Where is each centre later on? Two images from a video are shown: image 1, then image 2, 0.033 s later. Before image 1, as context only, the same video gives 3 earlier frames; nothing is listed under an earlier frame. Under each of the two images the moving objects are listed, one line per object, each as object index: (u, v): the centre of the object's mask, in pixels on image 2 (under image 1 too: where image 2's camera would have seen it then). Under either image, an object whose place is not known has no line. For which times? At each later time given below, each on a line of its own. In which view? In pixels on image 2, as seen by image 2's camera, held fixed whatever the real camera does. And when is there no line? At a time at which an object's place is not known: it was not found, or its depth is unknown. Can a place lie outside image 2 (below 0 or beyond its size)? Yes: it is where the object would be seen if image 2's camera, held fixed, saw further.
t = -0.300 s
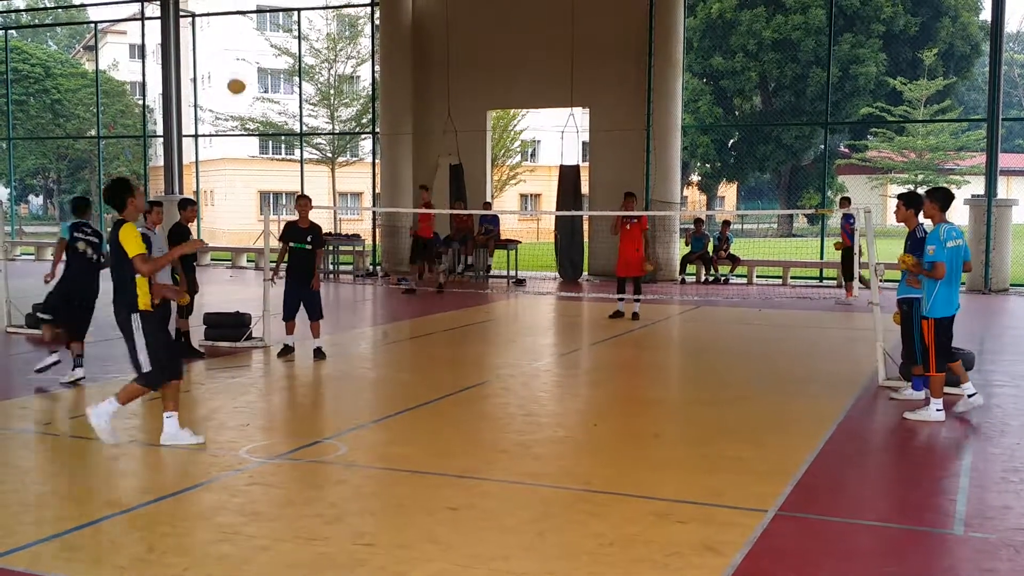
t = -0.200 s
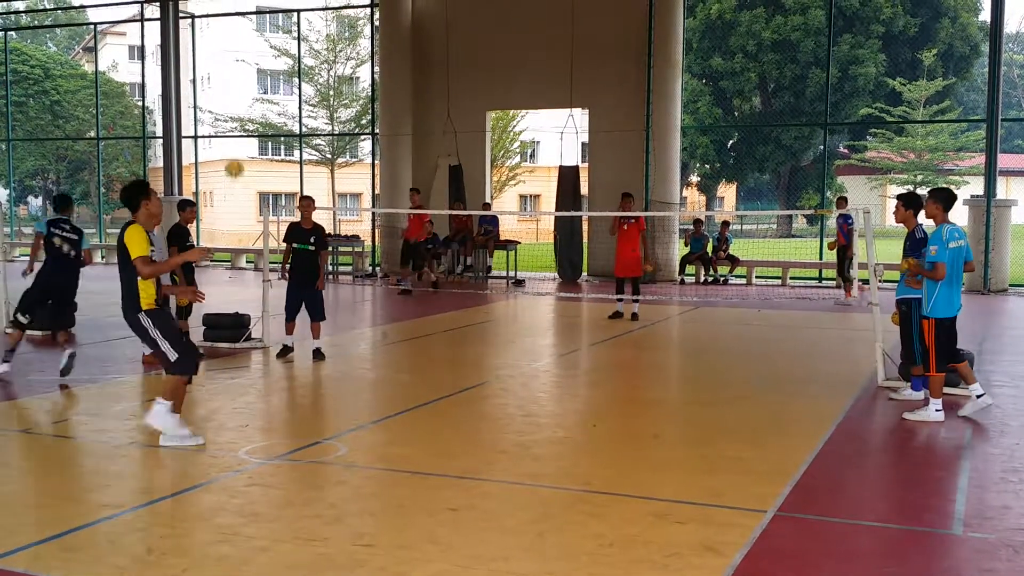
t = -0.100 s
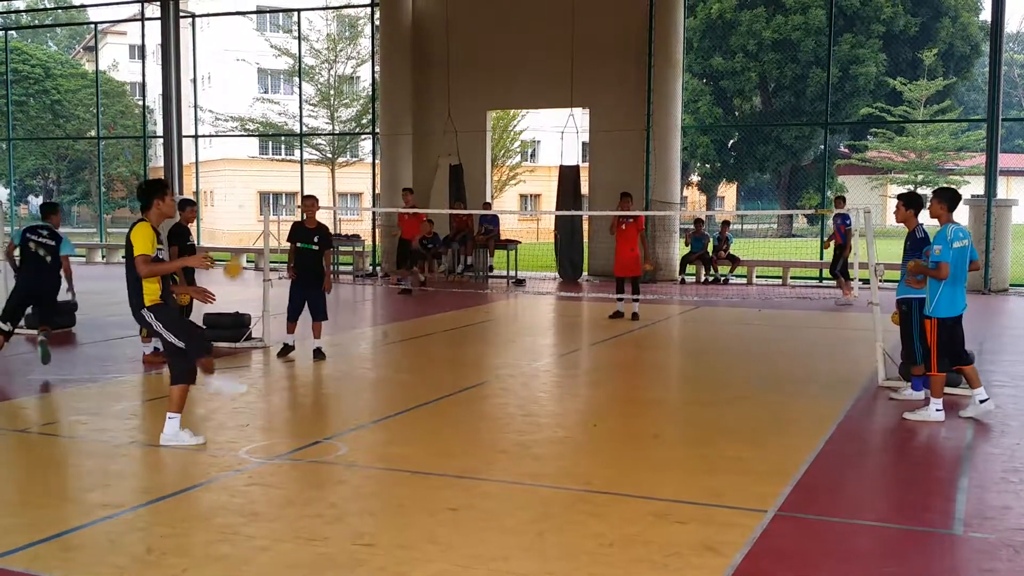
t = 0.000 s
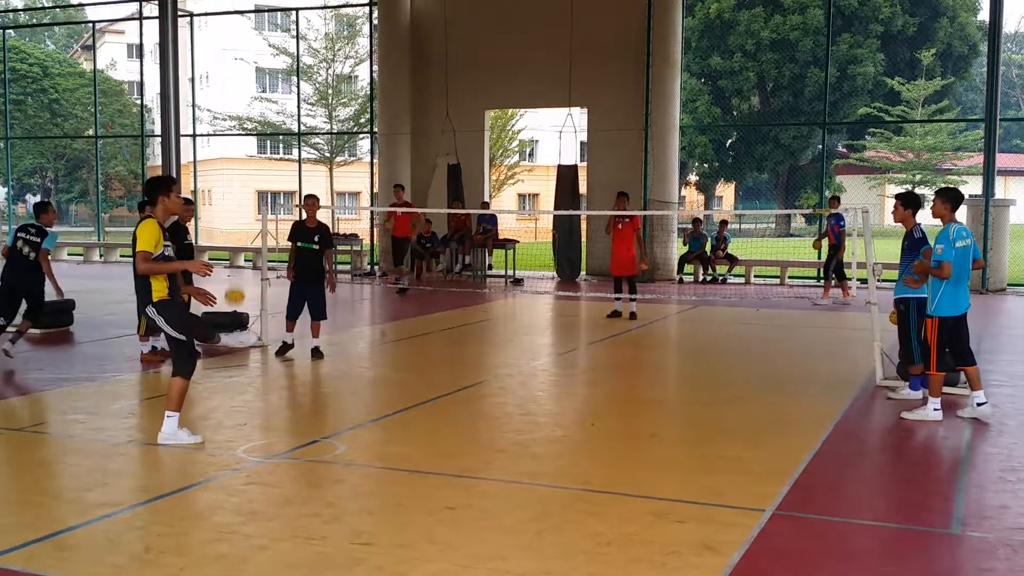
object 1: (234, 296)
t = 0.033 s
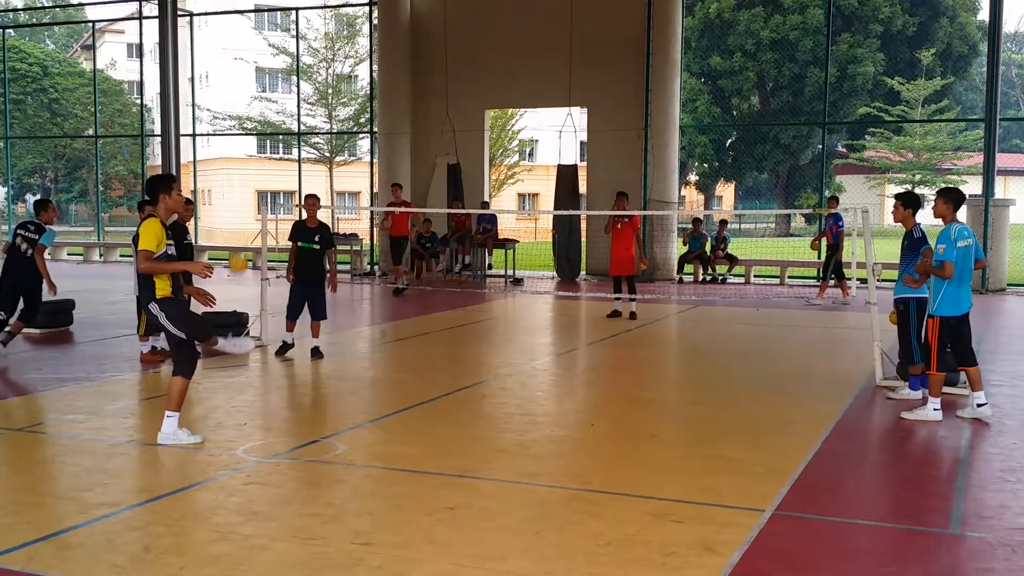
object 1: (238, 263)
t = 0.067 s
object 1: (242, 233)
